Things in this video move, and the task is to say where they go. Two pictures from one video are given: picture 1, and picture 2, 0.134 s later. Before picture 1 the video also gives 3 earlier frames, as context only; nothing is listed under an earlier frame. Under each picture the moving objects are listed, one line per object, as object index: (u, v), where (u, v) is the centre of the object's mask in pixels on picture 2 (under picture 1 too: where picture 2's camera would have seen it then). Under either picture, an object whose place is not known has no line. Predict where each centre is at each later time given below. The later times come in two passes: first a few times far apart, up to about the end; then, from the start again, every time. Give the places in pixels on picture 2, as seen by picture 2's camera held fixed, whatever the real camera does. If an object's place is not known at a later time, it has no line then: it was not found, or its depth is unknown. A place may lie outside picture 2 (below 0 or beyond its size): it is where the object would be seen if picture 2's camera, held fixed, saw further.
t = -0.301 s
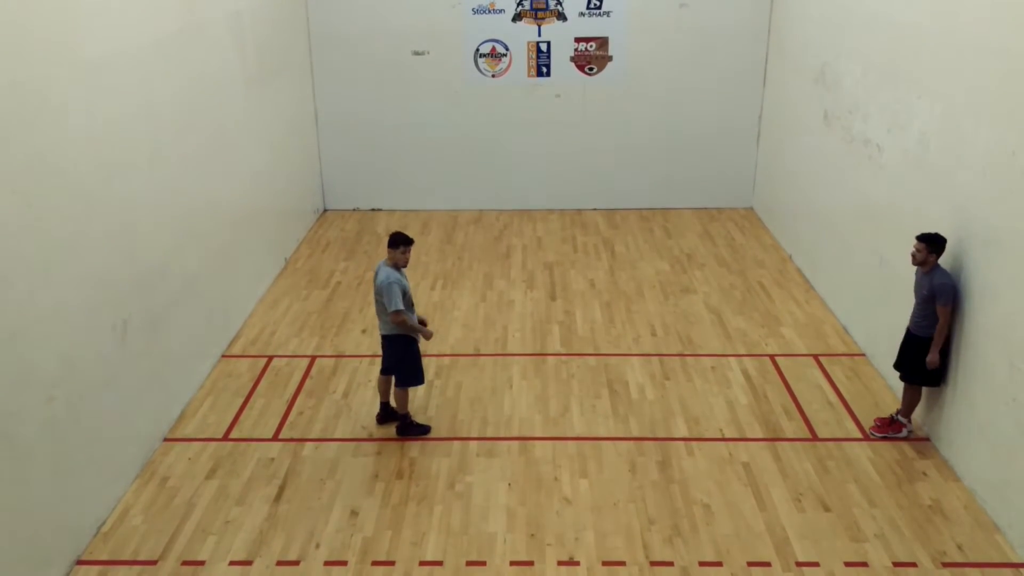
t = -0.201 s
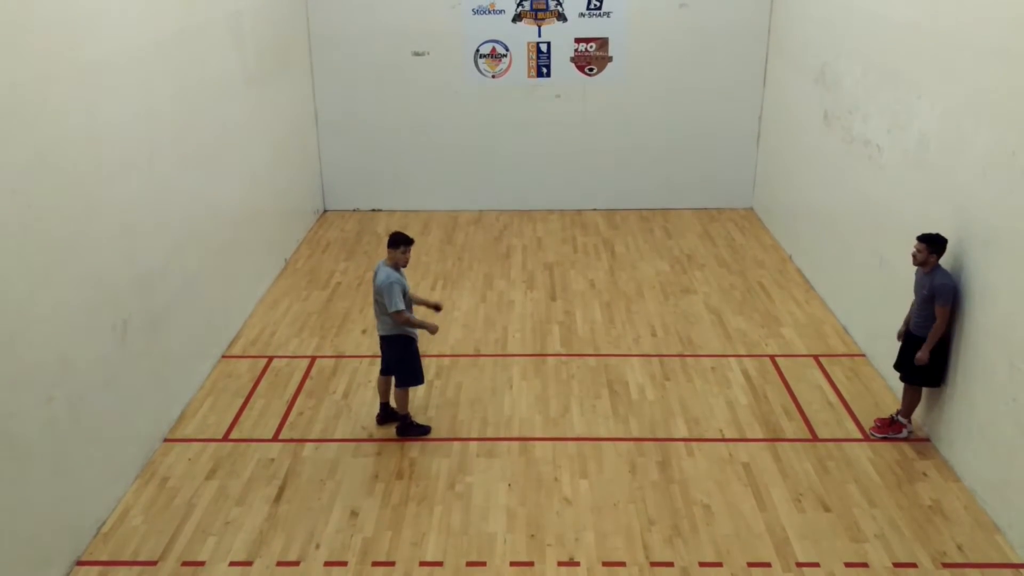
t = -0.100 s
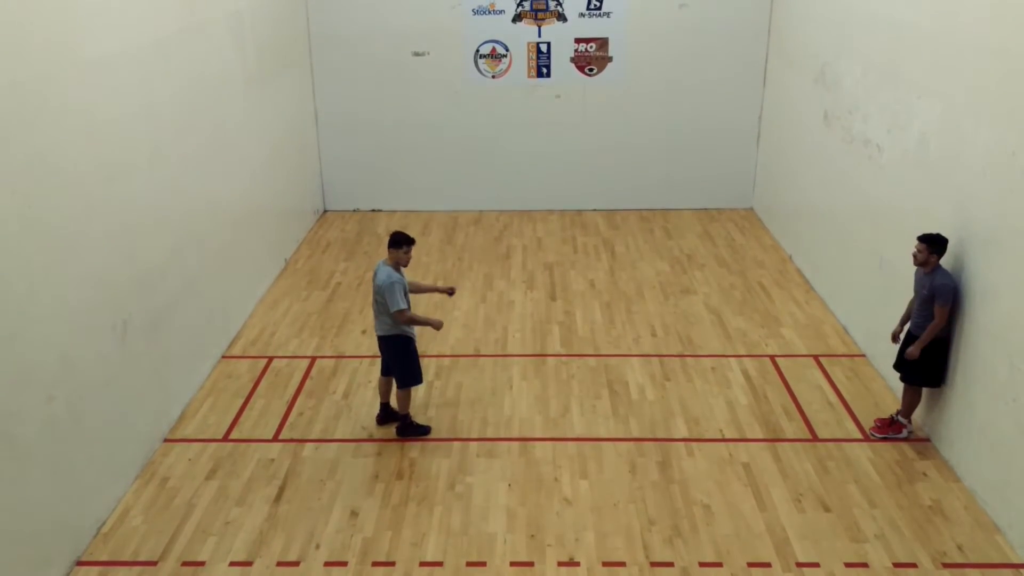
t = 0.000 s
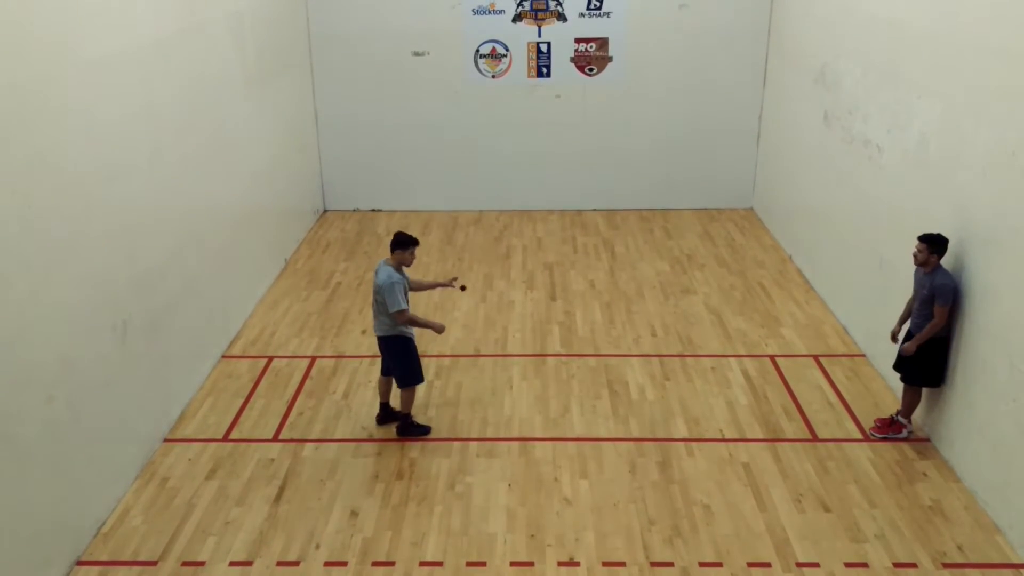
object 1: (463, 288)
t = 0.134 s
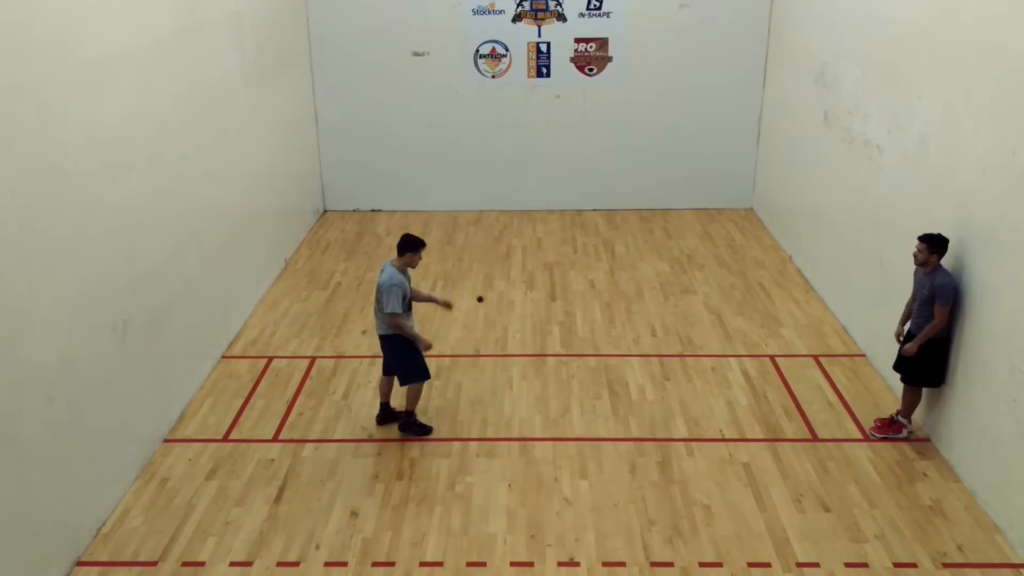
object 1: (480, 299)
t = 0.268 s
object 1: (497, 329)
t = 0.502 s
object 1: (522, 369)
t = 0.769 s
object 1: (539, 308)
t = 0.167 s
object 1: (484, 305)
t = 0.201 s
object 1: (488, 312)
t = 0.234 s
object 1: (493, 320)
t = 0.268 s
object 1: (497, 329)
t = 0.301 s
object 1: (502, 339)
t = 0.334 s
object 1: (506, 351)
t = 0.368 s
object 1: (510, 364)
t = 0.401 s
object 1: (514, 377)
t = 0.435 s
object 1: (518, 392)
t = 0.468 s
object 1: (520, 382)
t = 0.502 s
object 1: (522, 369)
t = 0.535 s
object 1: (525, 358)
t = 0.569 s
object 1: (526, 348)
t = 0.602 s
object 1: (529, 339)
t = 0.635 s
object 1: (531, 330)
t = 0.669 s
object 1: (533, 323)
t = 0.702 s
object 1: (535, 317)
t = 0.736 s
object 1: (537, 312)
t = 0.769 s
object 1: (539, 308)
